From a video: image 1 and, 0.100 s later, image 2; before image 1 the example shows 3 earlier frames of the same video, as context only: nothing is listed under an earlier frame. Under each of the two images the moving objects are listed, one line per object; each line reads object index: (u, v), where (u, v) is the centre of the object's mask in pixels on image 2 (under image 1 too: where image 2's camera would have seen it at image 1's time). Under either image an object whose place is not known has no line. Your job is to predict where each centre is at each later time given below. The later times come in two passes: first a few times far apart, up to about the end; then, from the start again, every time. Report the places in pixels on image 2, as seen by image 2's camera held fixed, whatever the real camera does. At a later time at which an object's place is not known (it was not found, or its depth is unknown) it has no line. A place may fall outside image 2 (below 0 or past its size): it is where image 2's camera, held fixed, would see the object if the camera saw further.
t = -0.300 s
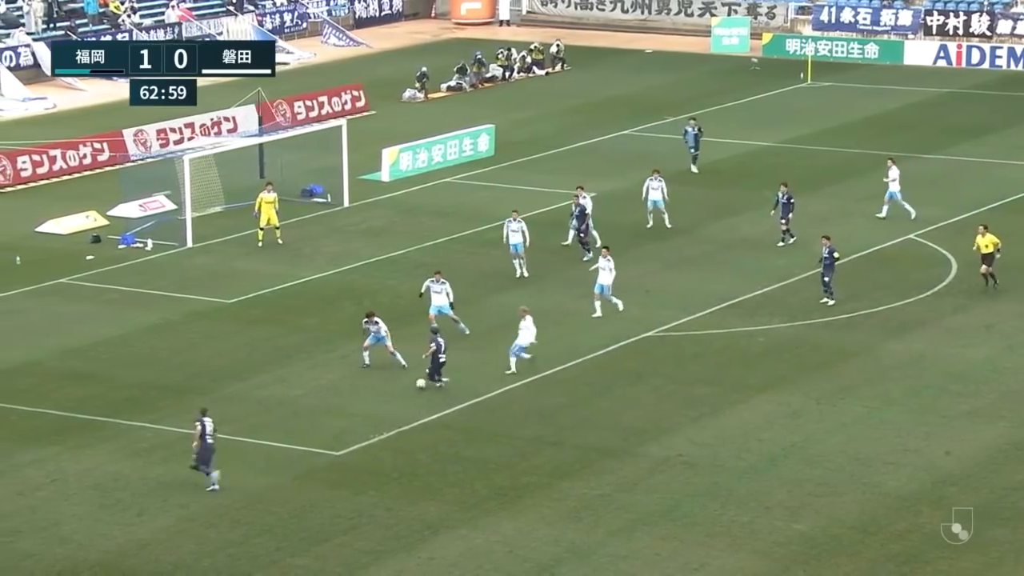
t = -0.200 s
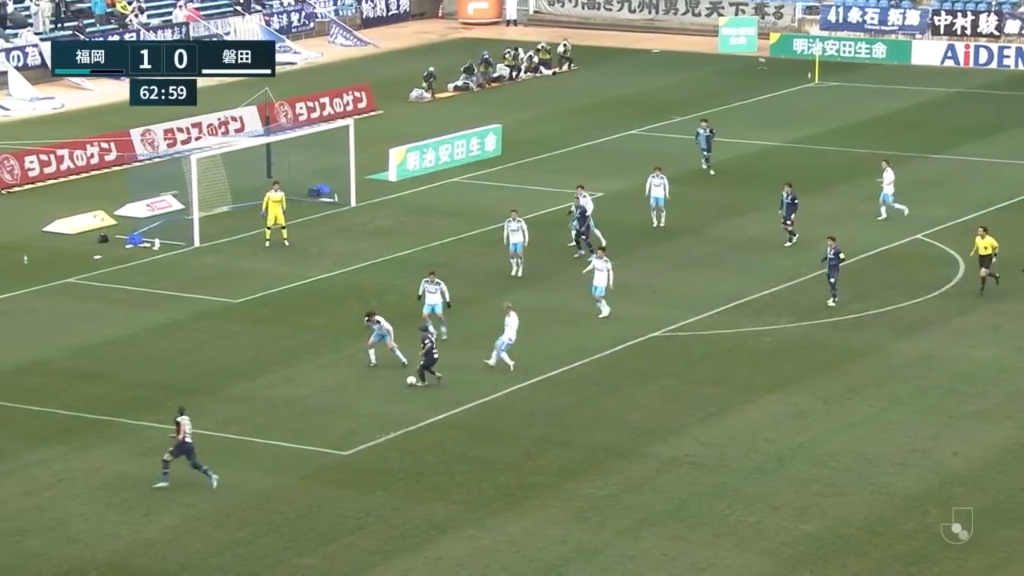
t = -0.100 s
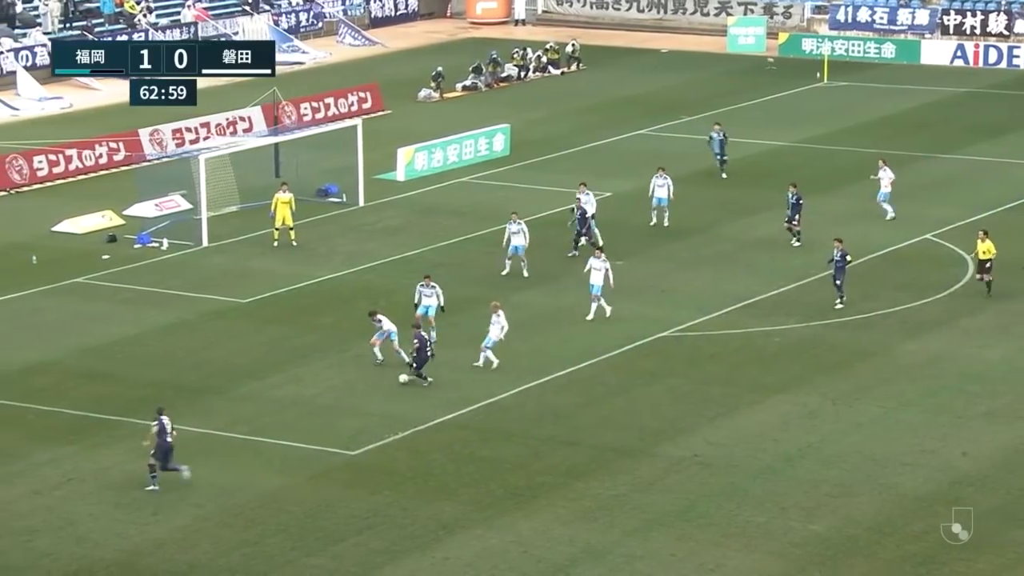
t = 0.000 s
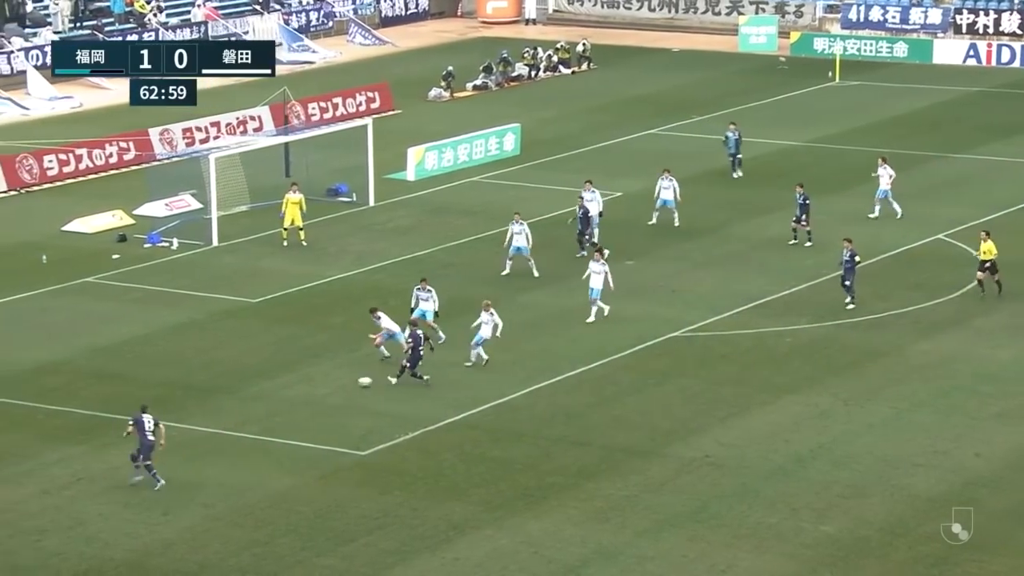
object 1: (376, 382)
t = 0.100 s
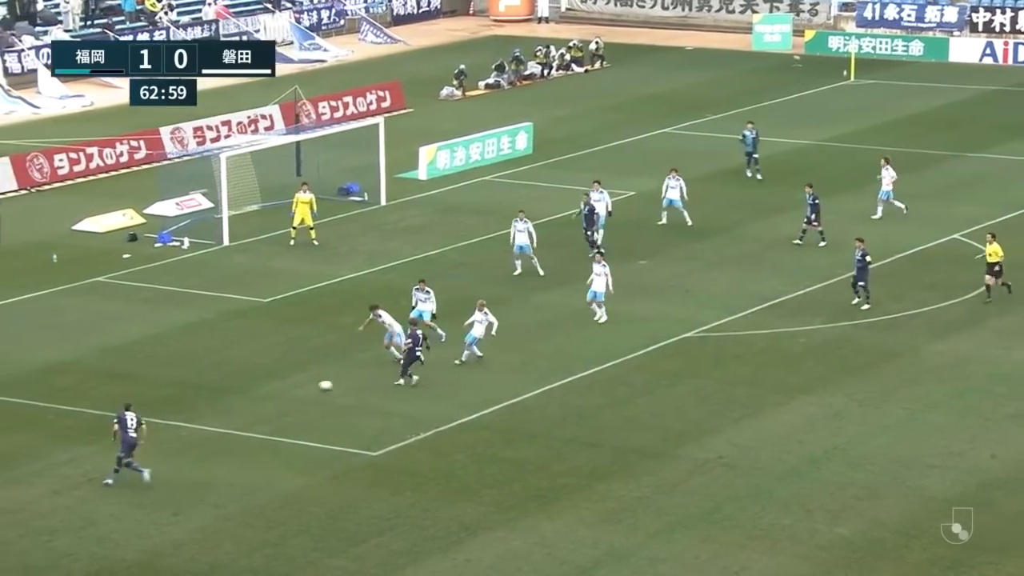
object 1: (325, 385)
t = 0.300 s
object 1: (229, 393)
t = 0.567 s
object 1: (117, 400)
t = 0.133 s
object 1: (309, 387)
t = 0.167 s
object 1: (292, 388)
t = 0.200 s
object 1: (277, 389)
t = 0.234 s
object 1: (261, 390)
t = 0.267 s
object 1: (245, 392)
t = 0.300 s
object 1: (229, 393)
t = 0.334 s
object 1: (215, 393)
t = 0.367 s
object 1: (199, 395)
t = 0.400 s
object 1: (185, 396)
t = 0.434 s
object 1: (171, 396)
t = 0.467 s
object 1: (157, 397)
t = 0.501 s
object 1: (143, 398)
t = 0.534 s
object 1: (130, 399)
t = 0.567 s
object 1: (117, 400)
